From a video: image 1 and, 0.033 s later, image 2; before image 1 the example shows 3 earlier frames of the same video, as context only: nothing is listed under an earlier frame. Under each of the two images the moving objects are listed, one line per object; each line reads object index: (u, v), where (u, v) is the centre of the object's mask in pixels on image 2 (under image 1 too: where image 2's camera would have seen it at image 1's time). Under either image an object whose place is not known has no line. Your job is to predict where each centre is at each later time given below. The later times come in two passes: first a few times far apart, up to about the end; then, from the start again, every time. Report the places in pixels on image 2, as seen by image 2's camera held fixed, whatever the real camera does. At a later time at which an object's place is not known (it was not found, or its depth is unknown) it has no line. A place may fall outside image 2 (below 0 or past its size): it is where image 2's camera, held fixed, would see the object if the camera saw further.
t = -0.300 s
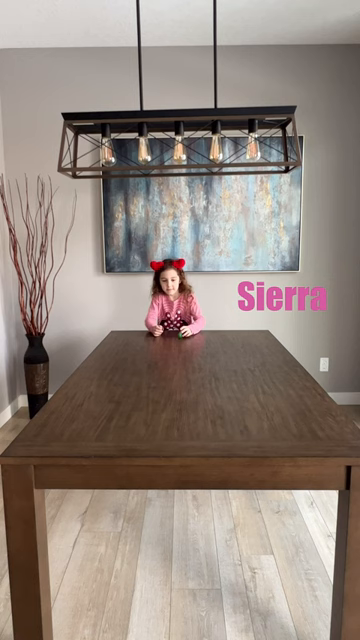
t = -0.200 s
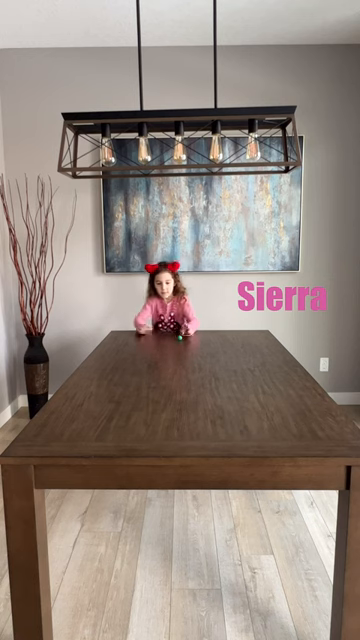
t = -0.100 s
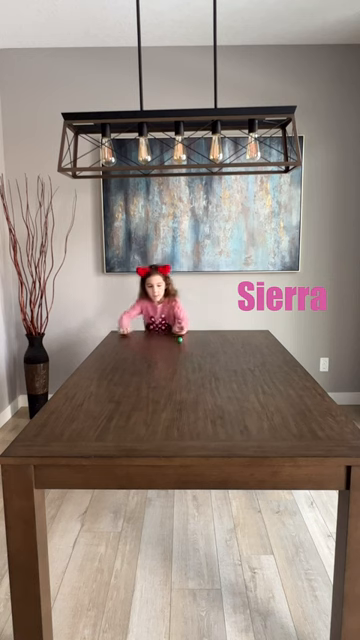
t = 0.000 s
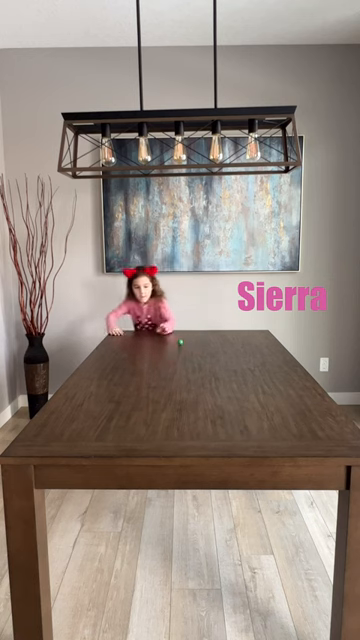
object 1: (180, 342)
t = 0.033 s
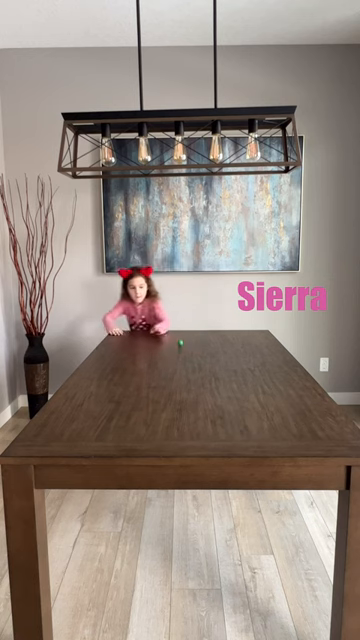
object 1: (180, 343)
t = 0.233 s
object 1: (180, 348)
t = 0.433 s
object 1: (181, 351)
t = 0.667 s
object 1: (182, 356)
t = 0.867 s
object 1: (183, 360)
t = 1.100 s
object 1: (184, 366)
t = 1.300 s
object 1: (185, 370)
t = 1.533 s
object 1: (186, 376)
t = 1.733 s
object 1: (187, 380)
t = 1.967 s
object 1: (189, 387)
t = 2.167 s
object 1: (191, 393)
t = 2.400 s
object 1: (192, 398)
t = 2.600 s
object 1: (194, 407)
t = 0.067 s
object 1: (180, 343)
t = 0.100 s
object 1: (180, 344)
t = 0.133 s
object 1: (180, 345)
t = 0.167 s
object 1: (180, 345)
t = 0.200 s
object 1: (180, 346)
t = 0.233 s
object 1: (180, 348)
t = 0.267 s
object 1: (180, 348)
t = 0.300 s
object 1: (180, 349)
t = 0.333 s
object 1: (180, 349)
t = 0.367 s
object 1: (180, 350)
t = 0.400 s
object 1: (181, 350)
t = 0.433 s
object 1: (181, 351)
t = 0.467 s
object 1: (181, 351)
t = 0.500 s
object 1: (181, 352)
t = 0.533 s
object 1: (181, 353)
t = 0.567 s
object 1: (181, 354)
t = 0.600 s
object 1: (181, 354)
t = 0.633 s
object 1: (182, 355)
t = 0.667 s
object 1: (182, 356)
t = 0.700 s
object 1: (182, 357)
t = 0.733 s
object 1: (182, 357)
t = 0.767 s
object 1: (182, 358)
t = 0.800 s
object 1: (182, 359)
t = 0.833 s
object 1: (182, 360)
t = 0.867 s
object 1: (183, 360)
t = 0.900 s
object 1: (183, 361)
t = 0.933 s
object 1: (183, 361)
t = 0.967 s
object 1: (183, 362)
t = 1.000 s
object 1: (183, 363)
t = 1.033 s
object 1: (184, 364)
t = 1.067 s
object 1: (184, 365)
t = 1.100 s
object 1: (184, 366)
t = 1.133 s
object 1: (184, 366)
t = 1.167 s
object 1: (184, 367)
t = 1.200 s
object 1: (184, 368)
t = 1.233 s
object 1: (184, 368)
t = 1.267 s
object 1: (185, 369)
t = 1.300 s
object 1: (185, 370)
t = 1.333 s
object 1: (185, 370)
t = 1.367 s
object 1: (185, 372)
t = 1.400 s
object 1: (185, 372)
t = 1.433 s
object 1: (185, 373)
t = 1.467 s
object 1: (186, 374)
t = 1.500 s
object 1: (186, 375)
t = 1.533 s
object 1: (186, 376)
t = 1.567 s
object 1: (186, 377)
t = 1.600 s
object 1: (186, 377)
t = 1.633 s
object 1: (186, 378)
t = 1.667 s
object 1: (187, 379)
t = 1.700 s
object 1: (187, 380)
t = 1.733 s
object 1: (187, 380)
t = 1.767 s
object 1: (187, 381)
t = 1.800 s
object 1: (188, 383)
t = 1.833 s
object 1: (188, 383)
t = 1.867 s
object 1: (188, 385)
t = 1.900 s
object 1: (188, 385)
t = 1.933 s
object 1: (188, 386)
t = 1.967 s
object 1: (189, 387)
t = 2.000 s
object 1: (189, 388)
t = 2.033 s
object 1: (189, 388)
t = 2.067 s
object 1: (190, 389)
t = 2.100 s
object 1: (190, 391)
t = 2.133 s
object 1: (190, 391)
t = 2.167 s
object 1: (191, 393)
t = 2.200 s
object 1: (191, 394)
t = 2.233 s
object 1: (191, 395)
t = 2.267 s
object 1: (191, 396)
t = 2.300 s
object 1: (192, 397)
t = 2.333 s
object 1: (192, 397)
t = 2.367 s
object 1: (192, 398)
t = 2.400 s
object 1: (192, 398)
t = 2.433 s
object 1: (193, 400)
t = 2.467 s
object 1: (193, 401)
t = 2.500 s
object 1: (194, 404)
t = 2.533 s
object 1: (194, 405)
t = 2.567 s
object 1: (194, 406)
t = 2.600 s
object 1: (194, 407)
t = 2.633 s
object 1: (195, 408)
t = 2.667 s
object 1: (195, 410)
